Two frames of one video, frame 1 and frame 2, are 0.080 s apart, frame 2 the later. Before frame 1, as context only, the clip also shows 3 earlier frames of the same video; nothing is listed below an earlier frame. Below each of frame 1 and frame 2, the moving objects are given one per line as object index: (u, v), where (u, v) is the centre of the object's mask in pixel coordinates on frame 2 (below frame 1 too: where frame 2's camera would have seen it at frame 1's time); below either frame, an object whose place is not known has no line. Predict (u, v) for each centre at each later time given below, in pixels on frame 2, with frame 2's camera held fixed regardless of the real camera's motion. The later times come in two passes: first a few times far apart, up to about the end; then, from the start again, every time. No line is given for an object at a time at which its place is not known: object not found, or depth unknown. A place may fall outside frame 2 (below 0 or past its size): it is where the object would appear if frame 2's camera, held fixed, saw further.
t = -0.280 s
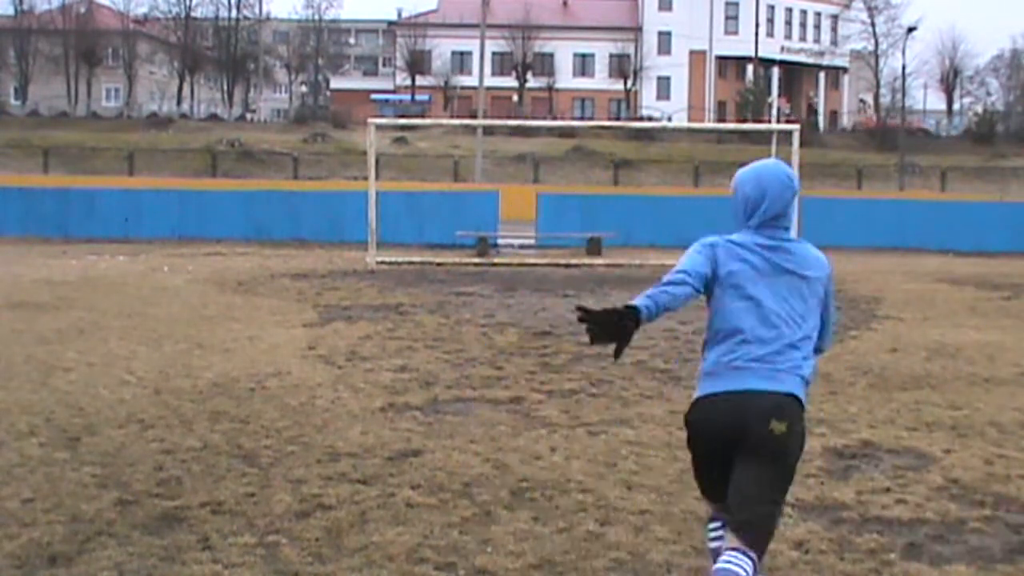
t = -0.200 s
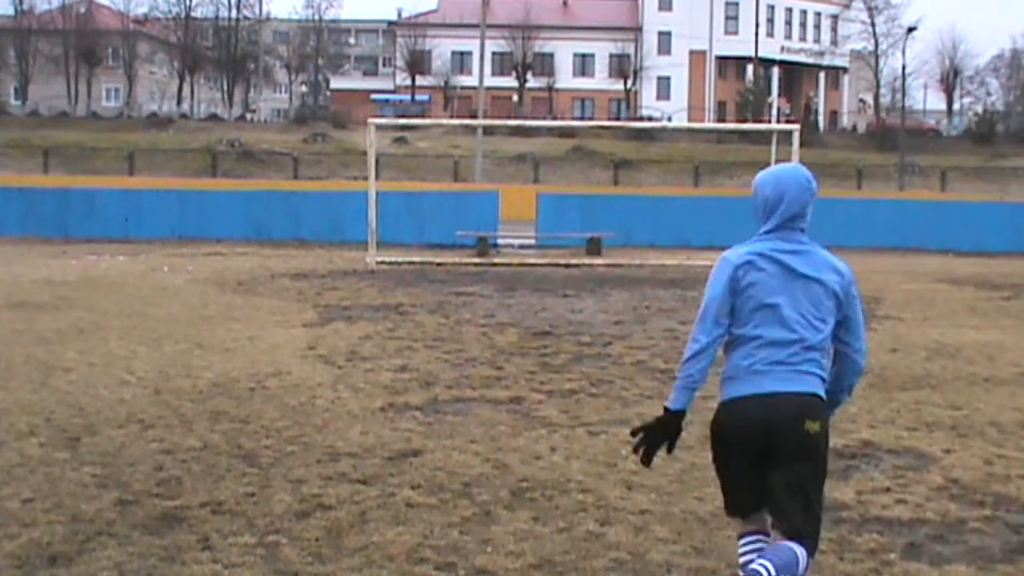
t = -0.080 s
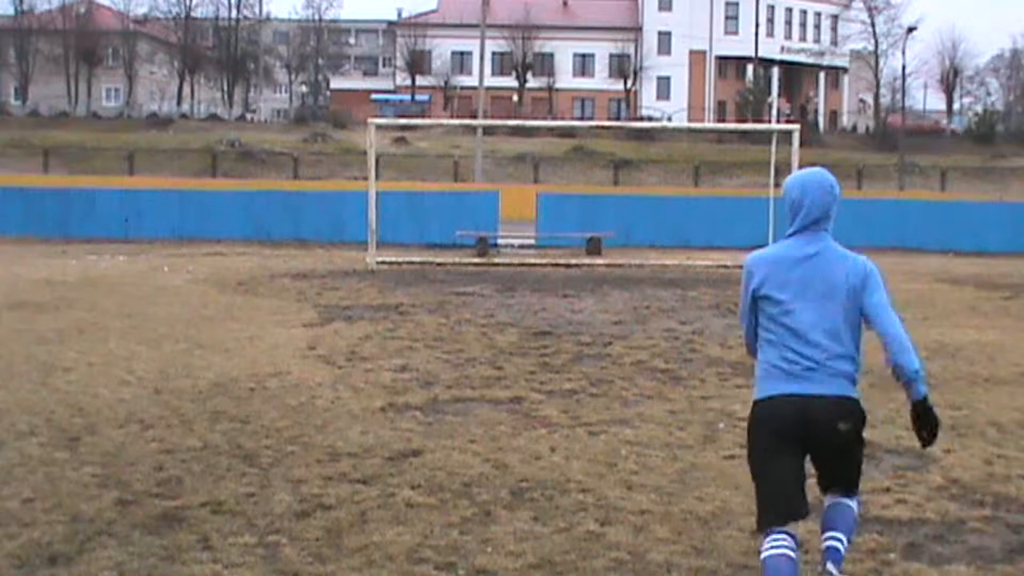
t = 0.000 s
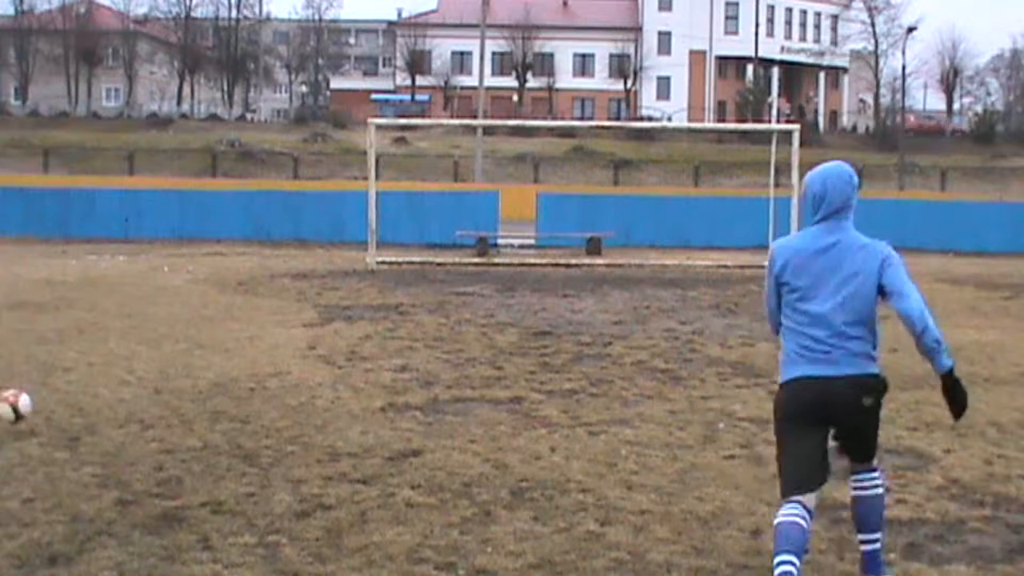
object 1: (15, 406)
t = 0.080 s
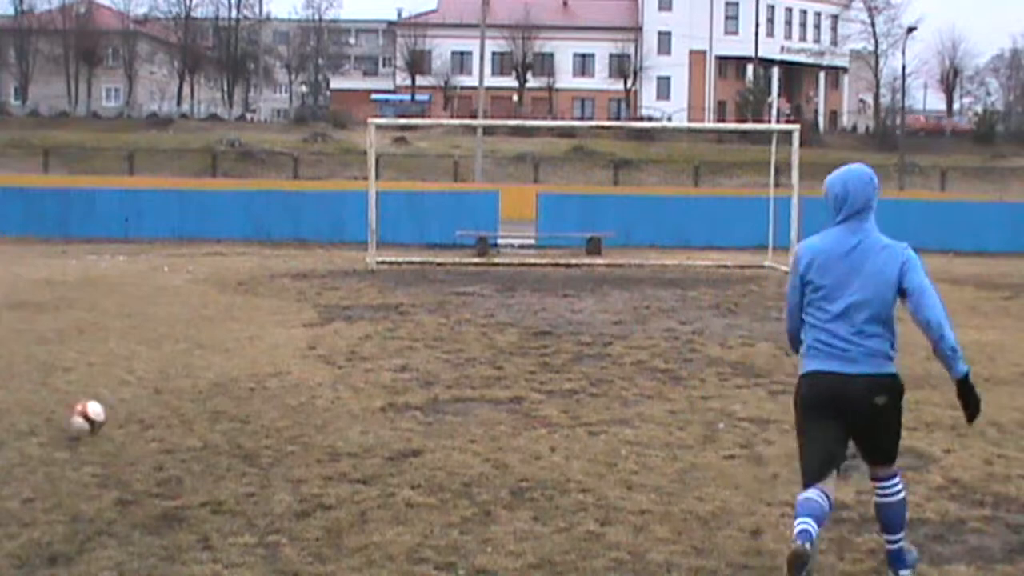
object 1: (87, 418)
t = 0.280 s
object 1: (270, 384)
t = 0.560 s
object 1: (544, 454)
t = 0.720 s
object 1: (708, 433)
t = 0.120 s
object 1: (124, 405)
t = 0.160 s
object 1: (160, 394)
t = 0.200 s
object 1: (196, 389)
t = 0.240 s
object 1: (232, 385)
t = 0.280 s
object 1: (270, 384)
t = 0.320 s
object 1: (307, 388)
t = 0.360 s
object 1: (347, 391)
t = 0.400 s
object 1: (385, 402)
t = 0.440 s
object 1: (423, 409)
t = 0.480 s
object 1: (464, 425)
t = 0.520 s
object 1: (503, 442)
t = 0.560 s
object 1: (544, 454)
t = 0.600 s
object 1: (584, 446)
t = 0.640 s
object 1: (626, 436)
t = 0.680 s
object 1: (667, 435)
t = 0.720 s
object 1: (708, 433)
